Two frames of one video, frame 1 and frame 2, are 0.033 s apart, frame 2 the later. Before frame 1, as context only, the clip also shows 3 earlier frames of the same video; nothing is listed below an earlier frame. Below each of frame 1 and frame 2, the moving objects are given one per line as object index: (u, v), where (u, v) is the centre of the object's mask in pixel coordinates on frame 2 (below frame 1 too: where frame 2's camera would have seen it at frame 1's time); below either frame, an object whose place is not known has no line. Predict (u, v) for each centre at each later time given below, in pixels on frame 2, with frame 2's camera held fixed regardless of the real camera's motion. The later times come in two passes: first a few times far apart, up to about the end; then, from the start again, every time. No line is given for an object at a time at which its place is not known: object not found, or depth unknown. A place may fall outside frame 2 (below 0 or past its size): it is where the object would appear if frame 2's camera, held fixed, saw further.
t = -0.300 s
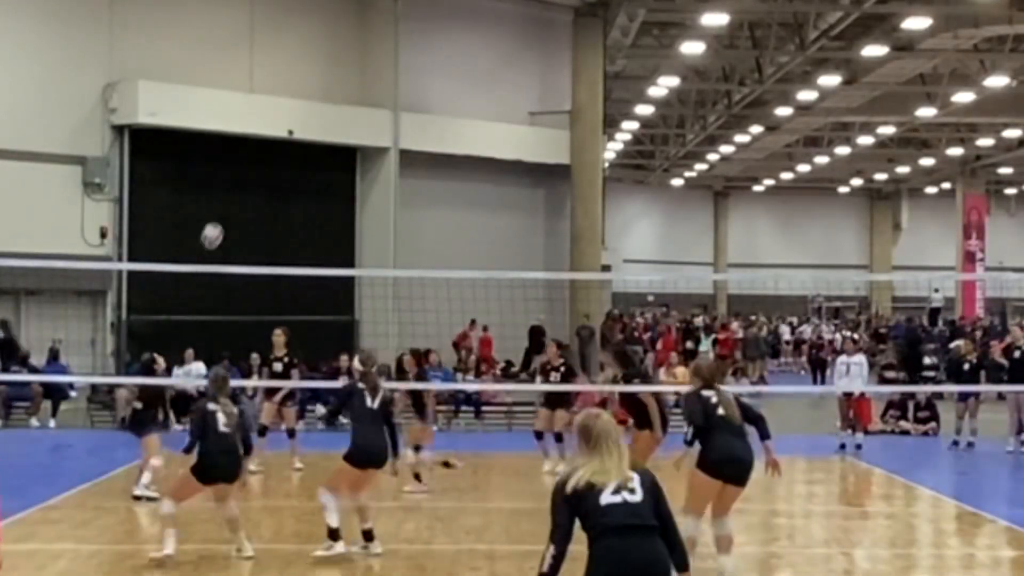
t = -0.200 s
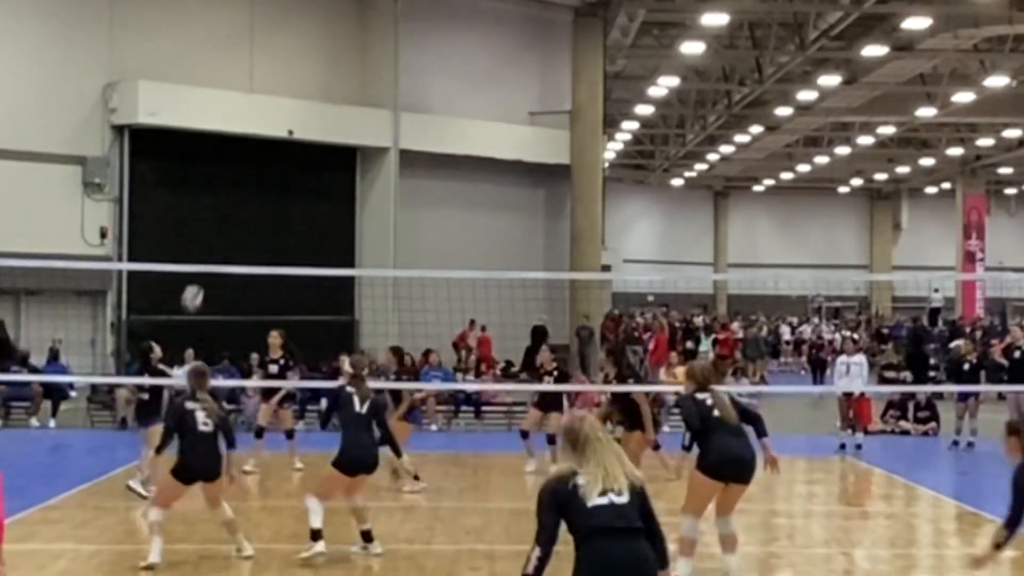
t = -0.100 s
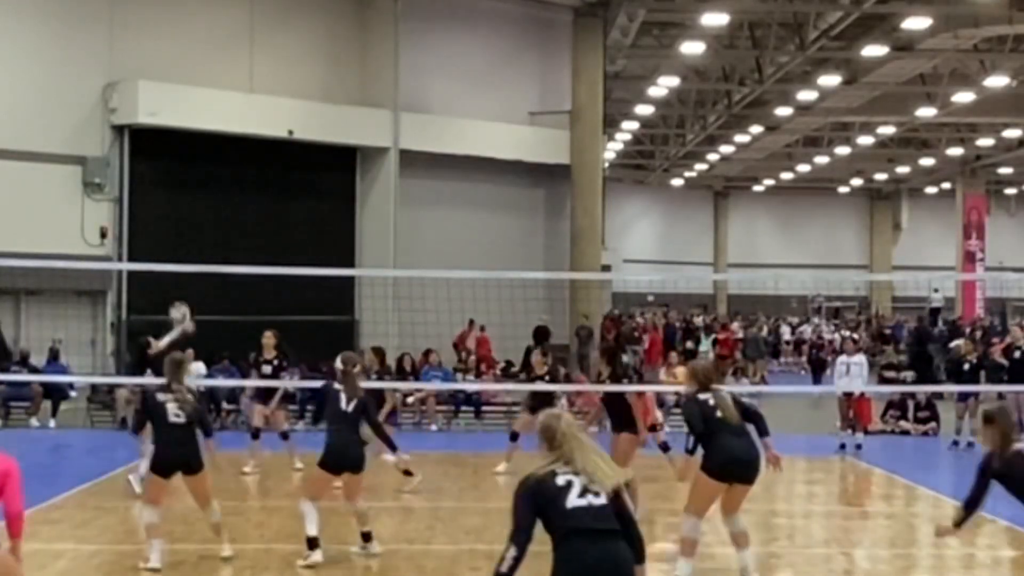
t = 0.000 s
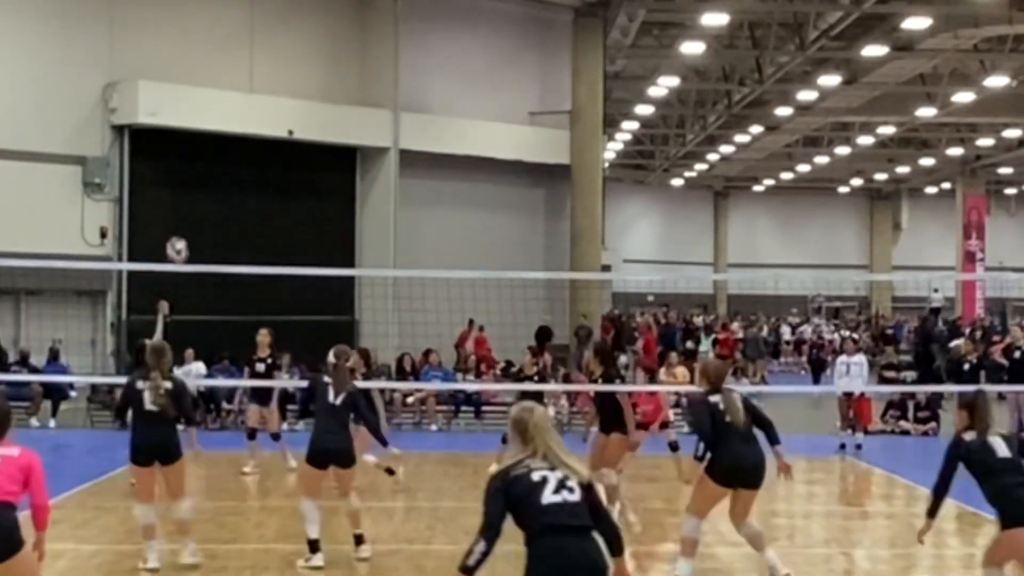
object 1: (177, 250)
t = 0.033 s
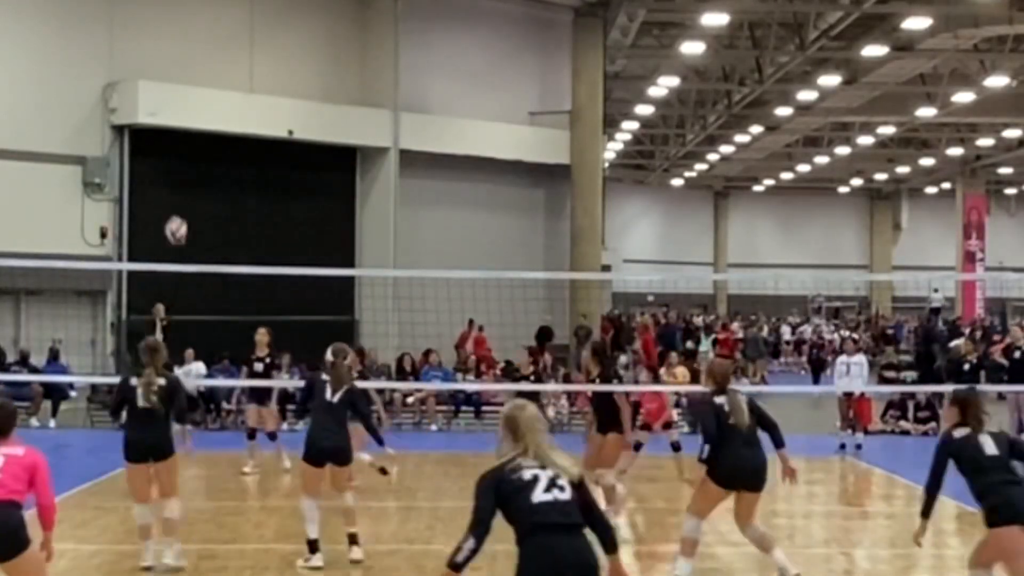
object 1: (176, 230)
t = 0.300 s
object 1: (169, 100)
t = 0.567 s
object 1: (162, 36)
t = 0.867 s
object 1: (151, 70)
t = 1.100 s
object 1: (144, 208)
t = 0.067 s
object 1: (175, 211)
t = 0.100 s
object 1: (175, 193)
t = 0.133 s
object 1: (174, 175)
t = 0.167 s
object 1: (173, 159)
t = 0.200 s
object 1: (173, 143)
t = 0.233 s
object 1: (172, 130)
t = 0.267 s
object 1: (172, 114)
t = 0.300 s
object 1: (169, 100)
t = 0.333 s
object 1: (169, 88)
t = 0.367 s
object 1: (167, 77)
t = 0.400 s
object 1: (166, 68)
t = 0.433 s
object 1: (165, 59)
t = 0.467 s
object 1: (164, 52)
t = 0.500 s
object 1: (164, 45)
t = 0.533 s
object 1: (163, 40)
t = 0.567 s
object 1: (162, 36)
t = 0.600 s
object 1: (161, 34)
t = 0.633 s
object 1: (159, 32)
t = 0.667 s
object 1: (159, 33)
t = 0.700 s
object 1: (157, 35)
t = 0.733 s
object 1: (156, 38)
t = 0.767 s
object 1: (155, 44)
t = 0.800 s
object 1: (154, 52)
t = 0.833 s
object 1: (154, 59)
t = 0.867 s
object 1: (151, 70)
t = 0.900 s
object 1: (151, 83)
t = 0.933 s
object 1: (150, 99)
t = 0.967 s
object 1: (148, 119)
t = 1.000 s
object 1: (148, 138)
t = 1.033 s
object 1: (146, 157)
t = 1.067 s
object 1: (145, 182)
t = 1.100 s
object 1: (144, 208)
